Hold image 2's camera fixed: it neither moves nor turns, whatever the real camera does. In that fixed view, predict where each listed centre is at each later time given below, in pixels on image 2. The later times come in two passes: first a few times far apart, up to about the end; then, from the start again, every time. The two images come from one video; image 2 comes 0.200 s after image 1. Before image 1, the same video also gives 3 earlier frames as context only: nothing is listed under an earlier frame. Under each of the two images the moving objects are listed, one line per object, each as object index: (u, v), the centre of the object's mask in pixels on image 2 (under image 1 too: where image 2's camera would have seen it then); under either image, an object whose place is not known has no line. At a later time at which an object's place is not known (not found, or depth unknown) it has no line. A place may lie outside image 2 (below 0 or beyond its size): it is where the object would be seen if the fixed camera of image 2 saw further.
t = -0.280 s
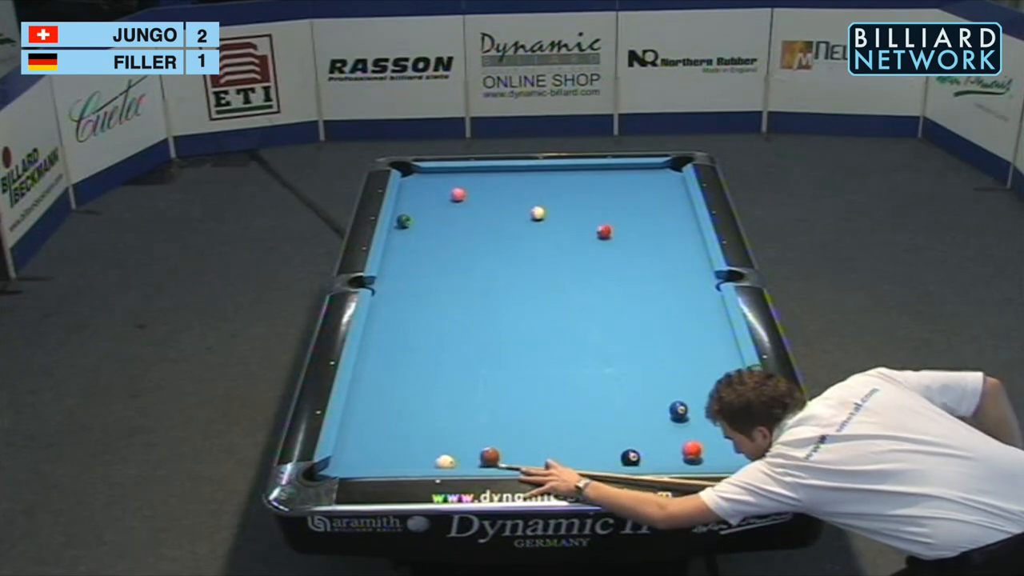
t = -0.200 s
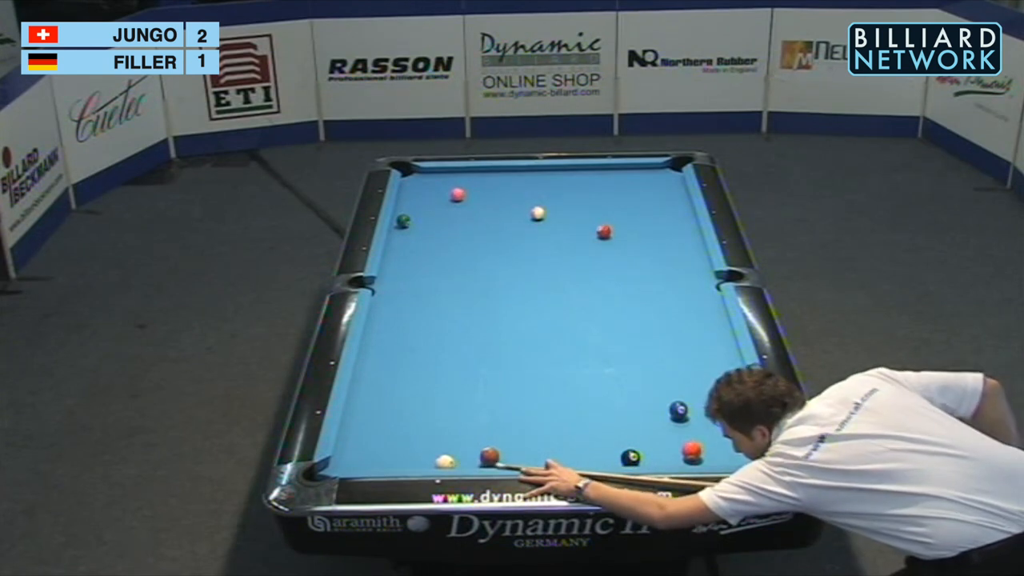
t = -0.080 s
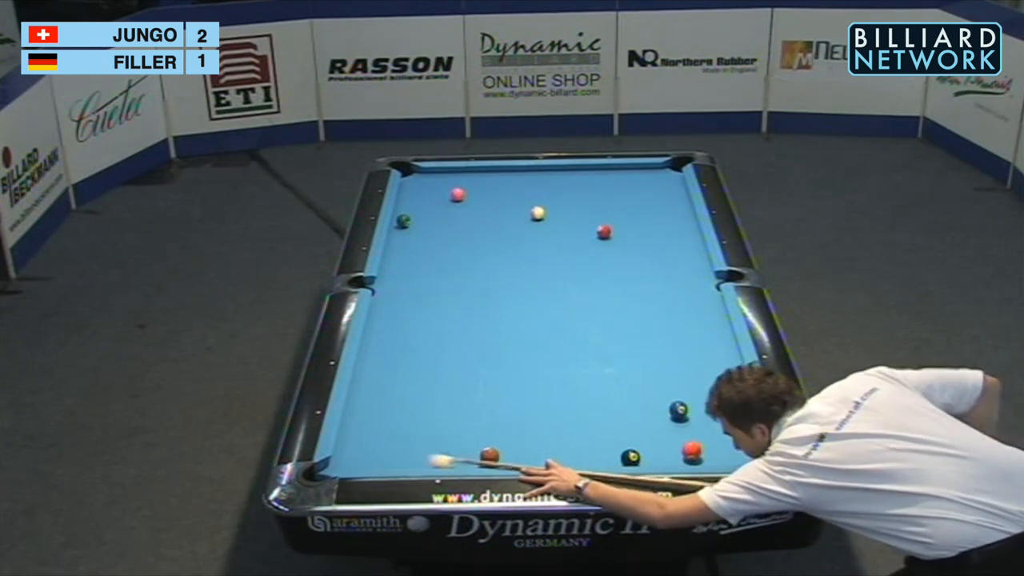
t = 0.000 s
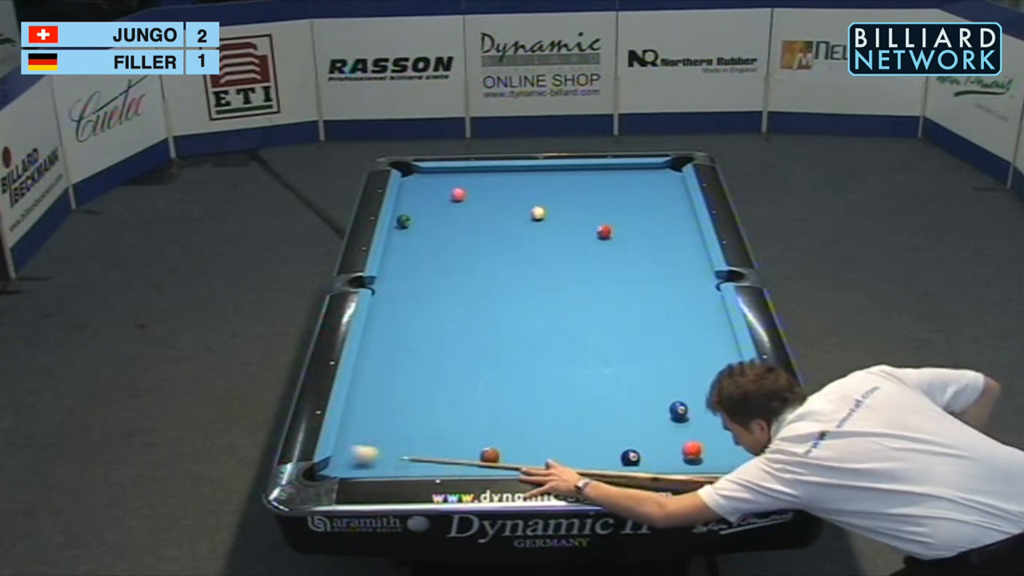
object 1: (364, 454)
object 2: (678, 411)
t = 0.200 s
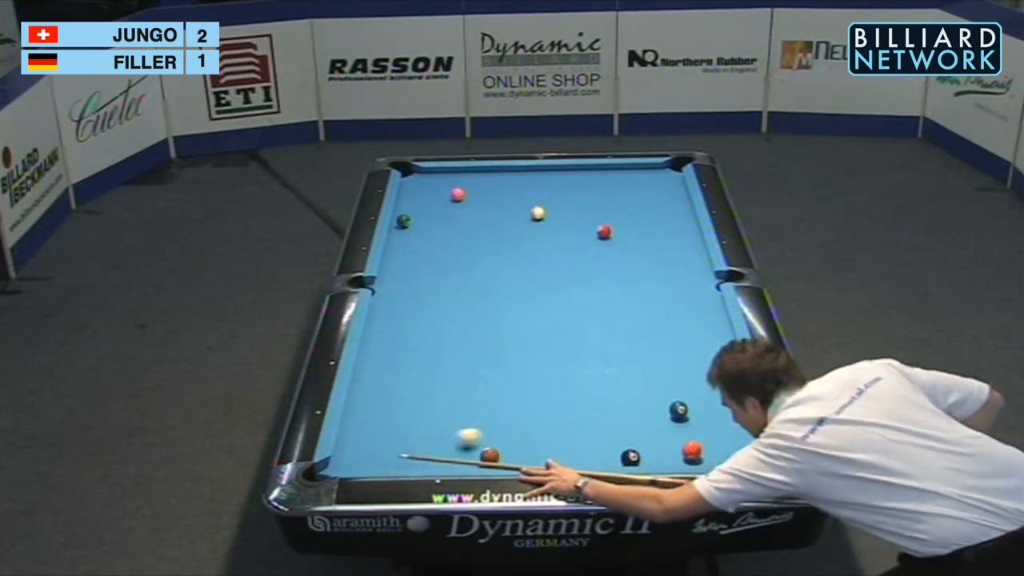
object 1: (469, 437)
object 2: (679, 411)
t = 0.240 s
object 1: (496, 434)
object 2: (679, 411)
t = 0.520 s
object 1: (644, 413)
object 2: (679, 412)
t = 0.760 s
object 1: (672, 402)
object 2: (735, 400)
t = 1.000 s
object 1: (696, 389)
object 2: (695, 403)
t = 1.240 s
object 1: (718, 382)
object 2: (651, 399)
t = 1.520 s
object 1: (735, 373)
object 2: (603, 396)
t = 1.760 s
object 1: (724, 368)
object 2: (563, 393)
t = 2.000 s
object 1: (714, 365)
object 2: (526, 391)
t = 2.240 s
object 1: (705, 362)
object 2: (490, 388)
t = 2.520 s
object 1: (696, 359)
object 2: (451, 385)
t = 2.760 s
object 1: (690, 357)
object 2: (419, 384)
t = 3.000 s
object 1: (685, 356)
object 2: (389, 382)
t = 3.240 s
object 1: (681, 355)
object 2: (360, 380)
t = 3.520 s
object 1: (678, 354)
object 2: (376, 378)
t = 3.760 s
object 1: (676, 354)
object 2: (390, 376)
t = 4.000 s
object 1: (676, 354)
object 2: (403, 375)
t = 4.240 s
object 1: (676, 353)
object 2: (415, 374)
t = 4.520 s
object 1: (677, 353)
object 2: (426, 373)
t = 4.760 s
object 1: (677, 353)
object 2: (434, 372)
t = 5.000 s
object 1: (677, 353)
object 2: (440, 372)
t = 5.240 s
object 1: (677, 353)
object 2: (445, 372)
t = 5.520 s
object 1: (677, 353)
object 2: (449, 372)
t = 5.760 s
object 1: (677, 353)
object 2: (451, 372)
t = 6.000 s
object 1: (677, 353)
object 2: (451, 372)
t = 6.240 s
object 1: (677, 353)
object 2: (451, 372)
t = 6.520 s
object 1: (677, 353)
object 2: (451, 372)
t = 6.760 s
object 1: (677, 353)
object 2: (451, 372)
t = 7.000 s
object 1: (677, 353)
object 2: (451, 372)
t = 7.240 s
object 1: (677, 353)
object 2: (451, 372)
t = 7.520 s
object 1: (677, 353)
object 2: (451, 372)
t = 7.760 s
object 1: (677, 353)
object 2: (451, 372)
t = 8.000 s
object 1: (677, 353)
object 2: (451, 372)
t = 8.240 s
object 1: (677, 353)
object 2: (451, 372)
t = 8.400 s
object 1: (677, 353)
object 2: (451, 372)
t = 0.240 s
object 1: (496, 434)
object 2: (679, 411)
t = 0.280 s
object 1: (520, 431)
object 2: (678, 411)
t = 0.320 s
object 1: (544, 428)
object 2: (678, 412)
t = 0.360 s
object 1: (565, 425)
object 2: (679, 411)
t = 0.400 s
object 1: (586, 422)
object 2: (679, 411)
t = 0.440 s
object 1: (605, 419)
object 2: (678, 411)
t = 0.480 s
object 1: (625, 416)
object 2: (678, 411)
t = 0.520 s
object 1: (644, 413)
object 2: (679, 412)
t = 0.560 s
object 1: (660, 411)
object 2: (681, 411)
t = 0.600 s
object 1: (660, 410)
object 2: (699, 410)
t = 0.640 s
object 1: (662, 408)
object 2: (716, 409)
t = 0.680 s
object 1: (664, 406)
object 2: (729, 405)
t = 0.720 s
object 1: (668, 404)
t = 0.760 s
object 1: (672, 402)
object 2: (735, 400)
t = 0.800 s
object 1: (677, 400)
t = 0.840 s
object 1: (680, 399)
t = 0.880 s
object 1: (685, 397)
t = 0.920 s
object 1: (689, 395)
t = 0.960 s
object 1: (692, 392)
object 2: (703, 404)
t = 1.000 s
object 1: (696, 389)
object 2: (695, 403)
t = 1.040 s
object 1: (700, 389)
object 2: (687, 403)
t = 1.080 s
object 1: (704, 388)
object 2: (680, 401)
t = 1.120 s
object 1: (708, 386)
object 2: (672, 401)
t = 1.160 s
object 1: (712, 386)
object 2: (665, 401)
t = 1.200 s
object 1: (715, 383)
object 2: (658, 400)
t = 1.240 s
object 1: (718, 382)
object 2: (651, 399)
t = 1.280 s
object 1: (722, 380)
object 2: (644, 399)
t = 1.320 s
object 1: (726, 379)
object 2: (637, 398)
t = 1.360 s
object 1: (729, 377)
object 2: (630, 397)
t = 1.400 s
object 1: (733, 376)
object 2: (623, 397)
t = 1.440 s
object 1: (736, 375)
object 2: (616, 397)
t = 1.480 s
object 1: (738, 374)
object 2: (610, 397)
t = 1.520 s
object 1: (735, 373)
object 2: (603, 396)
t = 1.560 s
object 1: (734, 372)
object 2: (596, 396)
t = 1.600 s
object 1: (732, 371)
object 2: (589, 395)
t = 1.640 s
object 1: (730, 371)
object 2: (583, 395)
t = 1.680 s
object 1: (728, 370)
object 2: (577, 394)
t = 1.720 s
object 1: (726, 369)
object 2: (570, 394)
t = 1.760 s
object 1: (724, 368)
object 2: (563, 393)
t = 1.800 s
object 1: (722, 368)
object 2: (557, 392)
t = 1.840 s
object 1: (720, 367)
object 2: (551, 392)
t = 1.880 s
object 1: (719, 366)
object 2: (545, 392)
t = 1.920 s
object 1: (717, 366)
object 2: (538, 391)
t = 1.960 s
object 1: (715, 366)
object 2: (532, 391)
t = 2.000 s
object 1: (714, 365)
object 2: (526, 391)
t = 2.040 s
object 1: (712, 365)
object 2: (520, 390)
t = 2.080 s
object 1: (711, 364)
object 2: (514, 390)
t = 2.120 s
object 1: (709, 363)
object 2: (508, 389)
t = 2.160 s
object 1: (708, 363)
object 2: (502, 389)
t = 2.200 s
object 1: (706, 363)
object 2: (496, 389)
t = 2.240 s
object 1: (705, 362)
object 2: (490, 388)
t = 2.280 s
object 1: (704, 362)
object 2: (485, 388)
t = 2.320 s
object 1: (702, 361)
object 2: (479, 387)
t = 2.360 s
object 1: (701, 361)
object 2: (473, 387)
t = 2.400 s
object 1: (699, 360)
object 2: (468, 387)
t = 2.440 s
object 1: (698, 360)
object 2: (462, 386)
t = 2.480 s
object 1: (697, 360)
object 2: (457, 386)
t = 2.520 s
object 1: (696, 359)
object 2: (451, 385)
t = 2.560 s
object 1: (695, 359)
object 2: (445, 385)
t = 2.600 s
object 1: (694, 359)
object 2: (440, 385)
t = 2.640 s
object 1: (693, 358)
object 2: (435, 384)
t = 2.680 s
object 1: (692, 358)
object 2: (429, 385)
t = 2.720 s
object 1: (691, 357)
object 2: (424, 384)
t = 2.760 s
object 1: (690, 357)
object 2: (419, 384)
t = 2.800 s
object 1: (689, 357)
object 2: (414, 383)
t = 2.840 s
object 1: (688, 357)
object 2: (409, 383)
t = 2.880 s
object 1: (687, 356)
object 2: (404, 383)
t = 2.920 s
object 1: (687, 356)
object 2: (399, 382)
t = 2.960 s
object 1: (686, 356)
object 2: (394, 382)
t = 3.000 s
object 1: (685, 356)
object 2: (389, 382)
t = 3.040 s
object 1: (684, 356)
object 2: (384, 381)
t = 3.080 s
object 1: (684, 355)
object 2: (379, 381)
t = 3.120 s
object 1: (683, 355)
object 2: (374, 381)
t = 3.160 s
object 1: (683, 355)
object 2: (370, 380)
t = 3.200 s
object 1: (682, 355)
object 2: (365, 380)
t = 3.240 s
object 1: (681, 355)
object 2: (360, 380)
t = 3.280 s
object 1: (681, 355)
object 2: (360, 379)
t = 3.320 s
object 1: (680, 354)
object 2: (362, 379)
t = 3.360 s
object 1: (680, 354)
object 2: (365, 379)
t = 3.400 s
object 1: (679, 354)
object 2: (368, 378)
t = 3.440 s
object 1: (679, 354)
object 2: (371, 378)
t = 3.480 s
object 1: (678, 354)
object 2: (373, 378)
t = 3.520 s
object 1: (678, 354)
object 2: (376, 378)
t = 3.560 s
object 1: (678, 354)
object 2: (379, 377)
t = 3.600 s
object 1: (677, 354)
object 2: (381, 377)
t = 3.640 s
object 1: (677, 354)
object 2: (384, 376)
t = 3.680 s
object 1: (677, 354)
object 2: (386, 376)
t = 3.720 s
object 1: (677, 354)
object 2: (388, 377)
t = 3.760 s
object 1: (676, 354)
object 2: (390, 376)
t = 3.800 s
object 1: (676, 354)
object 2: (393, 376)
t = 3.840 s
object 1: (676, 354)
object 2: (395, 376)
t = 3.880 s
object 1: (676, 354)
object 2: (397, 376)
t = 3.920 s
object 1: (676, 354)
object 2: (399, 375)
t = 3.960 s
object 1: (676, 354)
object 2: (401, 375)
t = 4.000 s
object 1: (676, 354)
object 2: (403, 375)
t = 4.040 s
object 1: (677, 354)
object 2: (405, 375)
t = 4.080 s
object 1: (677, 354)
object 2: (407, 374)
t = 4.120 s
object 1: (676, 354)
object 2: (409, 374)
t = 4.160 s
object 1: (676, 353)
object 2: (411, 374)
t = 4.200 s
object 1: (677, 353)
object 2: (413, 374)
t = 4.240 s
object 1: (676, 353)
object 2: (415, 374)
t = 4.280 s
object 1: (676, 353)
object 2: (416, 374)
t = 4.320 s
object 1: (677, 353)
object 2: (418, 373)
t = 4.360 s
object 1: (677, 353)
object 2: (420, 373)
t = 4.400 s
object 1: (677, 353)
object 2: (422, 373)
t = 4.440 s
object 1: (677, 353)
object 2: (423, 373)
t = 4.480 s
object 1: (677, 353)
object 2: (424, 373)
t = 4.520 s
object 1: (677, 353)
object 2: (426, 373)
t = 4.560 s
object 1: (677, 353)
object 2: (427, 373)
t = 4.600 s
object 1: (677, 353)
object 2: (429, 373)
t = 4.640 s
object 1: (677, 353)
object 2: (430, 373)
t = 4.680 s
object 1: (677, 353)
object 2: (432, 373)
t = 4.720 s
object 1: (677, 353)
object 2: (433, 373)
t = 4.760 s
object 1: (677, 353)
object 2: (434, 372)
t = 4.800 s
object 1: (677, 353)
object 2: (435, 372)
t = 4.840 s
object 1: (677, 353)
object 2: (436, 372)
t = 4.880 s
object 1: (677, 353)
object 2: (437, 372)
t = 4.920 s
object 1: (677, 353)
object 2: (438, 372)
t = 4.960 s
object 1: (677, 353)
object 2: (439, 372)
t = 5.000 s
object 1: (677, 353)
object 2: (440, 372)
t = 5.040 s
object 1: (677, 353)
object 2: (441, 372)
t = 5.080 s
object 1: (677, 353)
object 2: (442, 372)
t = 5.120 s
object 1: (677, 353)
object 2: (443, 372)
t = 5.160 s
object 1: (677, 353)
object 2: (444, 372)
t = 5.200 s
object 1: (677, 353)
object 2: (444, 372)
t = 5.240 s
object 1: (677, 353)
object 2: (445, 372)
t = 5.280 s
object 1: (677, 353)
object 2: (446, 372)
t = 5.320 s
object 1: (677, 353)
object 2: (446, 372)
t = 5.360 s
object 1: (677, 353)
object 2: (447, 372)
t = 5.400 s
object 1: (677, 353)
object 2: (448, 372)
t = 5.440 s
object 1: (677, 353)
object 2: (448, 372)
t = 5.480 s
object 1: (677, 353)
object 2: (448, 372)
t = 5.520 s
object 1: (677, 353)
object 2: (449, 372)
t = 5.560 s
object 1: (677, 353)
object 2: (449, 372)
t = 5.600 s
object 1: (677, 353)
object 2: (450, 372)
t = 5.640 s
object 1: (677, 353)
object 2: (450, 372)
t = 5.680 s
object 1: (677, 353)
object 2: (450, 372)
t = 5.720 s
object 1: (677, 353)
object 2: (450, 372)
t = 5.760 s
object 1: (677, 353)
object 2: (451, 372)
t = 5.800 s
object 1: (677, 353)
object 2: (451, 372)
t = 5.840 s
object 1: (677, 353)
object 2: (451, 372)
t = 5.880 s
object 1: (677, 353)
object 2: (451, 372)
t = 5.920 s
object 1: (677, 353)
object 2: (451, 372)
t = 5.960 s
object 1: (677, 353)
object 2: (451, 372)
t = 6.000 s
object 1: (677, 353)
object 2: (451, 372)
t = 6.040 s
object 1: (677, 353)
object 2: (451, 372)
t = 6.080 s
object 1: (677, 354)
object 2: (451, 372)
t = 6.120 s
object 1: (677, 353)
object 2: (451, 372)
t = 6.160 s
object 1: (677, 353)
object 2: (451, 372)
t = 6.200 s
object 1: (677, 353)
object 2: (451, 372)
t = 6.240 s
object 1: (677, 353)
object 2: (451, 372)
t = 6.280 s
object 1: (677, 353)
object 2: (451, 372)
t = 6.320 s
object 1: (677, 353)
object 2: (451, 372)
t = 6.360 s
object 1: (677, 353)
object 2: (451, 372)
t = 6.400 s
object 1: (677, 353)
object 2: (451, 372)
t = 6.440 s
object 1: (677, 353)
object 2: (451, 372)
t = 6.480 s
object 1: (677, 353)
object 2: (451, 372)
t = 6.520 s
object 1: (677, 353)
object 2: (451, 372)
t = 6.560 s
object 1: (677, 353)
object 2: (451, 372)
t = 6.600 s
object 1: (677, 353)
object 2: (451, 372)
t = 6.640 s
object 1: (677, 353)
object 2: (451, 372)
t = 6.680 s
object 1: (677, 353)
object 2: (451, 372)
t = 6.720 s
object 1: (677, 353)
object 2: (451, 372)
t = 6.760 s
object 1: (677, 353)
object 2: (451, 372)
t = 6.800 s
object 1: (677, 353)
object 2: (451, 372)
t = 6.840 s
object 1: (677, 353)
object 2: (451, 372)
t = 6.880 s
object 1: (677, 353)
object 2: (451, 372)
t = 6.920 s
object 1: (677, 353)
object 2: (451, 372)
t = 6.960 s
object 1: (677, 353)
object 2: (451, 372)
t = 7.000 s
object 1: (677, 353)
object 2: (451, 372)
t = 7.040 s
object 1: (677, 353)
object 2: (451, 372)
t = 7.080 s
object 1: (677, 353)
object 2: (451, 372)
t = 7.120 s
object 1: (677, 353)
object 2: (451, 372)
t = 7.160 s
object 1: (677, 353)
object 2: (451, 372)
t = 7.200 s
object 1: (677, 353)
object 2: (451, 372)
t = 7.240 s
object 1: (677, 353)
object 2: (451, 372)
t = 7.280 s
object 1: (677, 353)
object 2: (451, 372)
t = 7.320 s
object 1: (677, 353)
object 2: (451, 372)
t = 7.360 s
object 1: (677, 353)
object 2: (451, 372)
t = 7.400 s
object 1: (677, 353)
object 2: (451, 372)
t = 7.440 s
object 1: (677, 353)
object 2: (451, 372)
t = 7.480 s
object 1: (677, 353)
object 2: (451, 372)
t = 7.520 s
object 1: (677, 353)
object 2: (451, 372)
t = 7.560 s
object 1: (677, 353)
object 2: (451, 372)
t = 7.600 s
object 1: (677, 353)
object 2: (451, 372)
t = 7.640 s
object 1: (677, 353)
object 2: (451, 372)
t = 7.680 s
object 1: (677, 353)
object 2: (451, 372)
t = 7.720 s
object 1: (677, 353)
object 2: (451, 372)
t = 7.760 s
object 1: (677, 353)
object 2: (451, 372)
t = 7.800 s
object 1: (677, 353)
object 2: (451, 372)
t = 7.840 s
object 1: (677, 353)
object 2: (451, 372)
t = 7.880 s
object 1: (677, 353)
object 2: (451, 372)
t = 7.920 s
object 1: (677, 353)
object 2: (451, 372)
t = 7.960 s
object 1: (677, 353)
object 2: (451, 372)
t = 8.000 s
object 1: (677, 353)
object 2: (451, 372)
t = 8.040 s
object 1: (677, 353)
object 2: (451, 372)
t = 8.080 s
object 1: (677, 353)
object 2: (451, 372)
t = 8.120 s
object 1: (677, 353)
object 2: (451, 372)
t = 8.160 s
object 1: (677, 353)
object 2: (451, 372)
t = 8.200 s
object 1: (677, 353)
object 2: (451, 372)
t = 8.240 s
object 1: (677, 353)
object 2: (451, 372)
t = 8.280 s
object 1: (677, 353)
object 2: (451, 372)
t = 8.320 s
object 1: (677, 353)
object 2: (451, 372)
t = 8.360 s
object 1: (677, 353)
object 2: (451, 372)
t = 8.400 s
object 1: (677, 353)
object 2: (451, 372)
